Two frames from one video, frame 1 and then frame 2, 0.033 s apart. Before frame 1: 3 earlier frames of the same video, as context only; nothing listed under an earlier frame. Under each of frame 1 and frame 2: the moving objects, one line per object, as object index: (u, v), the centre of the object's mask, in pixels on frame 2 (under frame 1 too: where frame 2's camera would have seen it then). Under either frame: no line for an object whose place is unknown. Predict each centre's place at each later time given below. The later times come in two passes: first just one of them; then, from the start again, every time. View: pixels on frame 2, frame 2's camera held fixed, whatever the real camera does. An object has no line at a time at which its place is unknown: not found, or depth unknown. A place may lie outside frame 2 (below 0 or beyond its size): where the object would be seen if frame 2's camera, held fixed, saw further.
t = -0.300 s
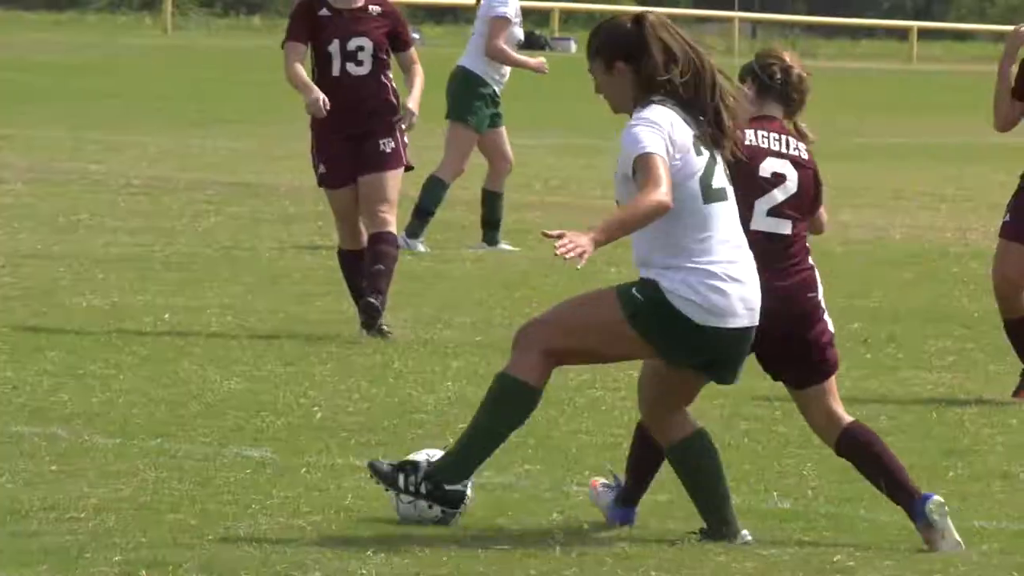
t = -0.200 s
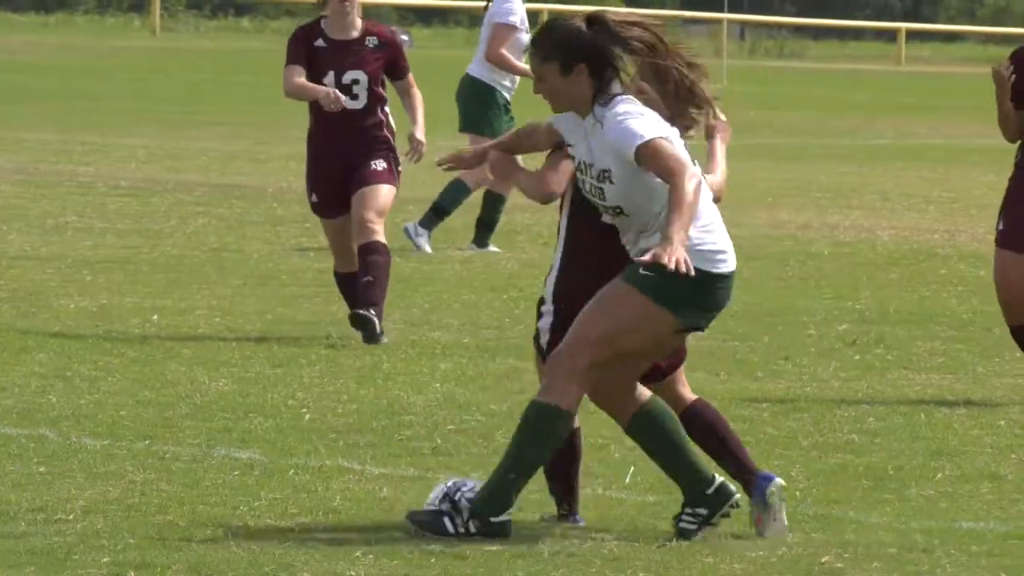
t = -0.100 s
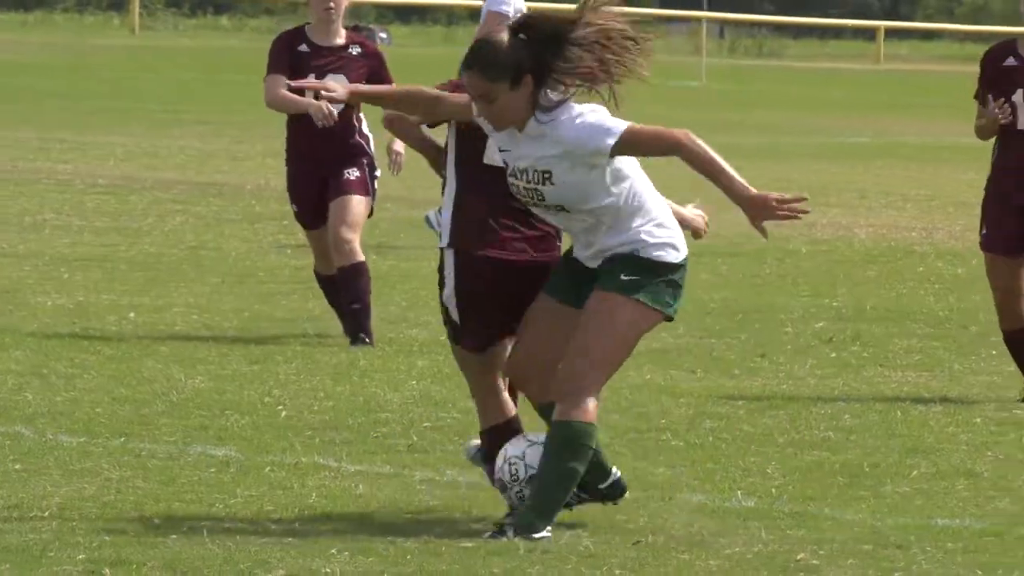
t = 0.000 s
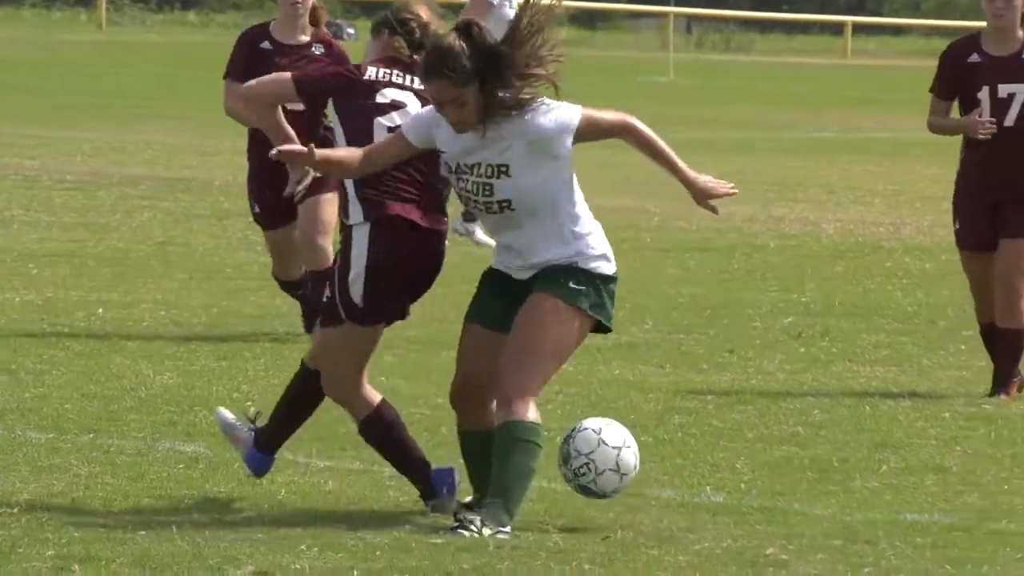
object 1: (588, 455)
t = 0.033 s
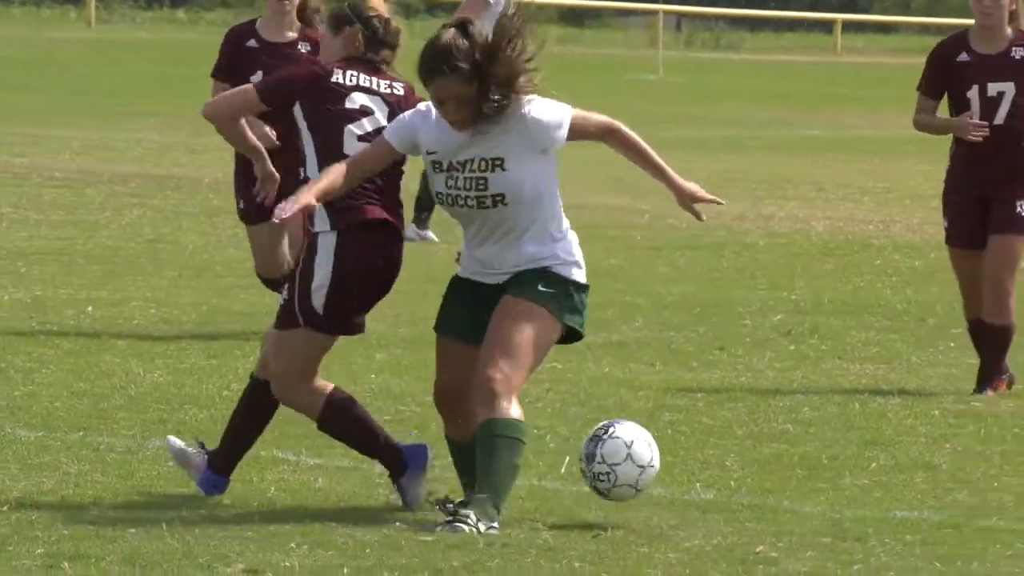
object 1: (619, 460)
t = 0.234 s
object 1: (777, 496)
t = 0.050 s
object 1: (634, 464)
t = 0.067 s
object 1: (649, 468)
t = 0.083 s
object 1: (664, 474)
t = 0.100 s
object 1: (679, 481)
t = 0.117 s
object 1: (694, 490)
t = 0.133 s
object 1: (710, 496)
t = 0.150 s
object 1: (724, 501)
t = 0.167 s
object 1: (739, 504)
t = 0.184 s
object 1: (749, 503)
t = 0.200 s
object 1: (759, 501)
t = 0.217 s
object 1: (768, 498)
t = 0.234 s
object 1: (777, 496)
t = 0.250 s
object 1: (786, 495)
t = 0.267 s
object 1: (796, 493)
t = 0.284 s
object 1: (805, 492)
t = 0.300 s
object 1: (814, 492)
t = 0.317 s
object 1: (822, 493)
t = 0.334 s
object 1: (832, 494)
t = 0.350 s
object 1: (841, 496)
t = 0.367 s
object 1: (850, 499)
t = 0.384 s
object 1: (859, 502)
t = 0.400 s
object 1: (868, 505)
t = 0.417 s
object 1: (877, 507)
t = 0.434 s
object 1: (886, 509)
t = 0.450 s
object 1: (895, 509)
